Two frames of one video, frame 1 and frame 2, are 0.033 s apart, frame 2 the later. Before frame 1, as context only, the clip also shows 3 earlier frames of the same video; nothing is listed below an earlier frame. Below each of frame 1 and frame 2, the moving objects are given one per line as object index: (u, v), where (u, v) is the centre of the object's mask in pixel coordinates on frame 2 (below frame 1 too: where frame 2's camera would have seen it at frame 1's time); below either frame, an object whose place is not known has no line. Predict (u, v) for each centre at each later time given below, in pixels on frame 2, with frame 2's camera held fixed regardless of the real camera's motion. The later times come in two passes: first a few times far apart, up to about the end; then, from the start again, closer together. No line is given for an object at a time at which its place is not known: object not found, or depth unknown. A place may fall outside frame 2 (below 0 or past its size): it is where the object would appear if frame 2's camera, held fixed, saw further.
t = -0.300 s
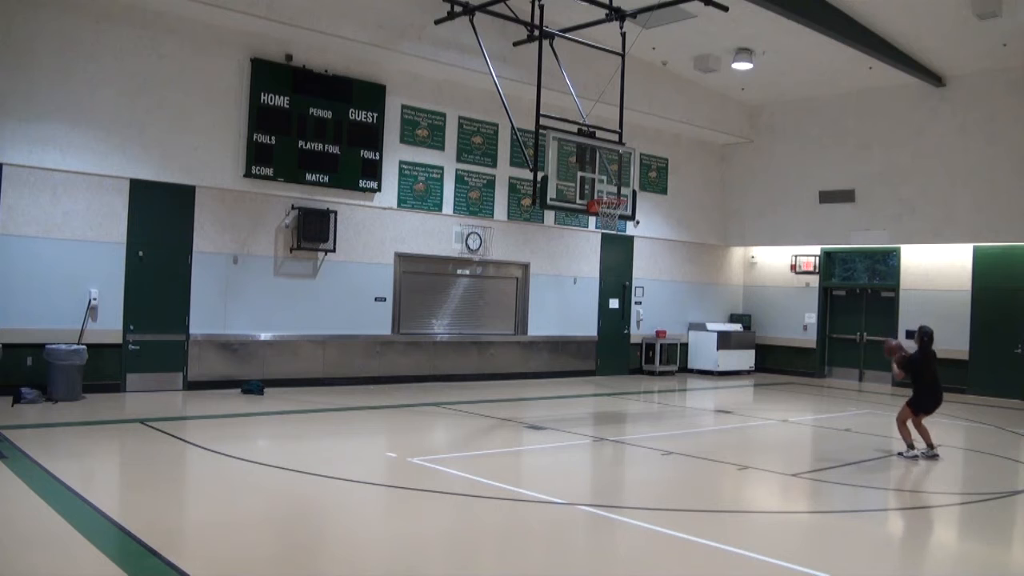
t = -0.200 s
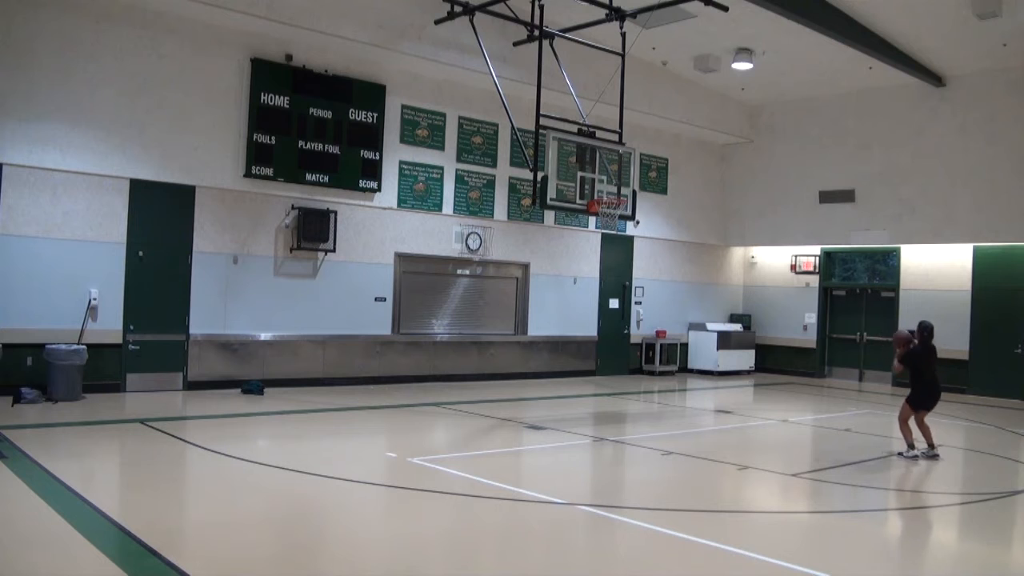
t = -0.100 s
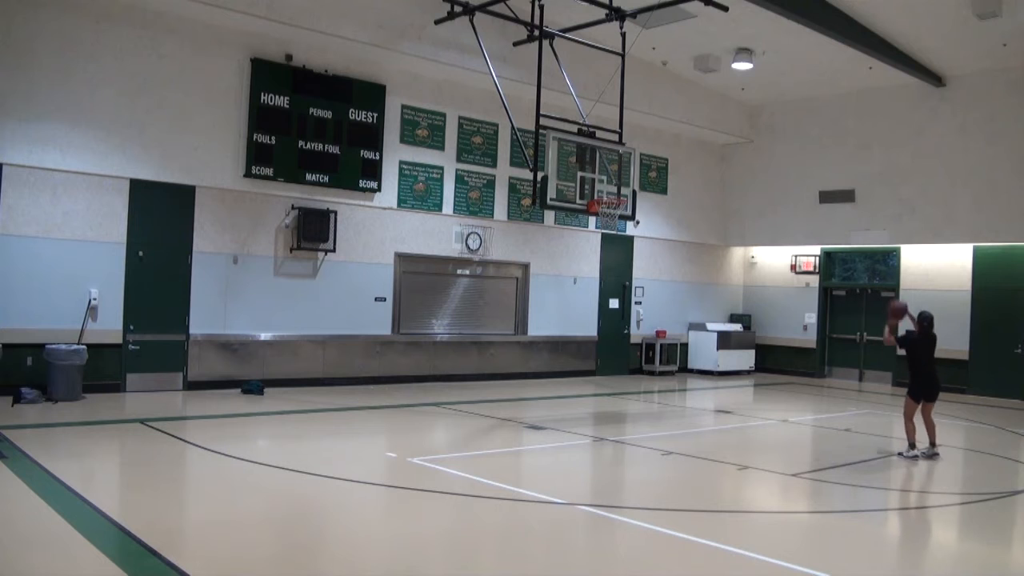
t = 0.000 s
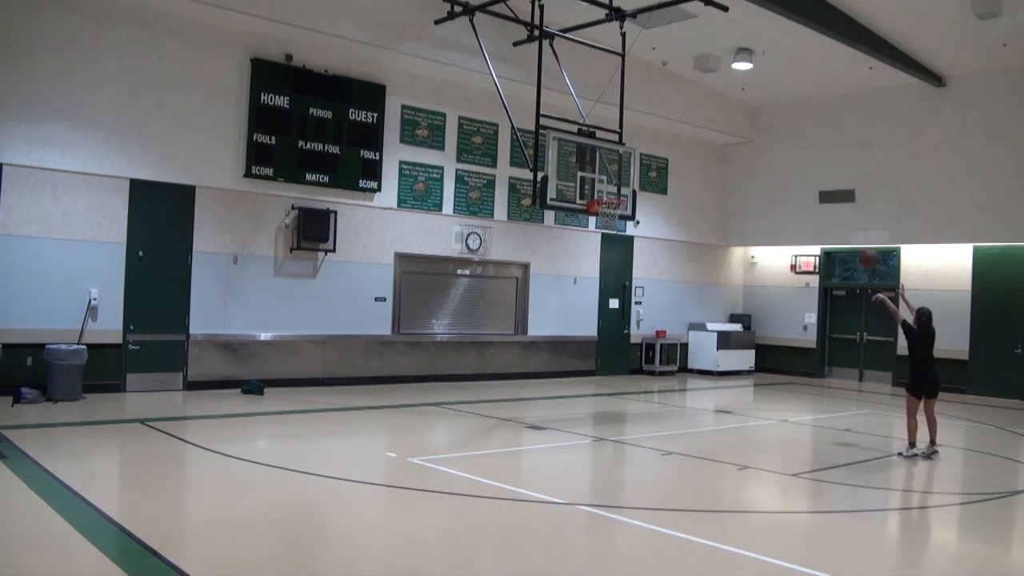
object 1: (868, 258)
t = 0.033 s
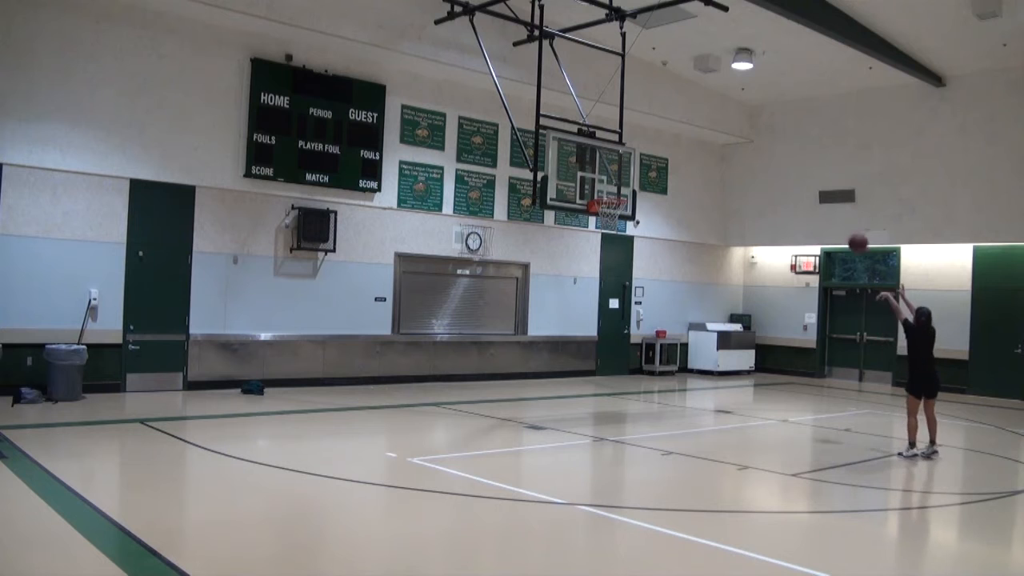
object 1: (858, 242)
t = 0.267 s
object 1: (787, 165)
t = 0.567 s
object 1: (705, 136)
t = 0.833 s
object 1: (637, 165)
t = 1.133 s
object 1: (611, 233)
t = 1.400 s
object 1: (630, 315)
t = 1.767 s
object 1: (660, 348)
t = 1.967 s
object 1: (683, 305)
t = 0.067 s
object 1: (847, 228)
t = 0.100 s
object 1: (837, 215)
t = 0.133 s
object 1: (827, 202)
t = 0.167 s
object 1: (816, 192)
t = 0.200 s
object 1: (807, 182)
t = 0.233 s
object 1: (797, 173)
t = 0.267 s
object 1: (787, 165)
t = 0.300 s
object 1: (777, 158)
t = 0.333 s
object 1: (768, 153)
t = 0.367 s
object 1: (758, 147)
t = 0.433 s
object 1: (740, 140)
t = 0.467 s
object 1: (731, 138)
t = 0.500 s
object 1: (722, 136)
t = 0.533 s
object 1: (713, 136)
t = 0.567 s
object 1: (705, 136)
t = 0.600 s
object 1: (696, 137)
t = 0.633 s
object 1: (687, 139)
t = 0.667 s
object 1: (679, 141)
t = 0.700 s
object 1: (671, 145)
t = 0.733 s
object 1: (662, 149)
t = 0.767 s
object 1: (654, 153)
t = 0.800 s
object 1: (646, 159)
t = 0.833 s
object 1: (637, 165)
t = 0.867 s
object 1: (630, 172)
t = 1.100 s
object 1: (609, 227)
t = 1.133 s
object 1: (611, 233)
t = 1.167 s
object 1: (614, 241)
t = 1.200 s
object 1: (616, 249)
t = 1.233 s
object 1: (619, 258)
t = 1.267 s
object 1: (620, 268)
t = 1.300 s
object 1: (623, 280)
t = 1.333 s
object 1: (627, 288)
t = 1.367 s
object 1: (630, 301)
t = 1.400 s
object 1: (630, 315)
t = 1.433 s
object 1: (633, 329)
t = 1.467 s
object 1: (635, 344)
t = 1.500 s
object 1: (636, 356)
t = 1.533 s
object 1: (637, 373)
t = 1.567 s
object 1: (639, 389)
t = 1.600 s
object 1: (641, 405)
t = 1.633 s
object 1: (645, 393)
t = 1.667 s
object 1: (649, 381)
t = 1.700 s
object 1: (653, 369)
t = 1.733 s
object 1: (658, 359)
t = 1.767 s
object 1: (660, 348)
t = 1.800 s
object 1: (665, 340)
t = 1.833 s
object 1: (669, 331)
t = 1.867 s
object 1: (672, 323)
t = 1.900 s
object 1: (676, 316)
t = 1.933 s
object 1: (679, 310)
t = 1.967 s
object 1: (683, 305)
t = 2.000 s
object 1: (687, 300)
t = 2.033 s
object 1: (690, 296)
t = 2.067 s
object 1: (694, 293)
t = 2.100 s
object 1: (698, 290)
